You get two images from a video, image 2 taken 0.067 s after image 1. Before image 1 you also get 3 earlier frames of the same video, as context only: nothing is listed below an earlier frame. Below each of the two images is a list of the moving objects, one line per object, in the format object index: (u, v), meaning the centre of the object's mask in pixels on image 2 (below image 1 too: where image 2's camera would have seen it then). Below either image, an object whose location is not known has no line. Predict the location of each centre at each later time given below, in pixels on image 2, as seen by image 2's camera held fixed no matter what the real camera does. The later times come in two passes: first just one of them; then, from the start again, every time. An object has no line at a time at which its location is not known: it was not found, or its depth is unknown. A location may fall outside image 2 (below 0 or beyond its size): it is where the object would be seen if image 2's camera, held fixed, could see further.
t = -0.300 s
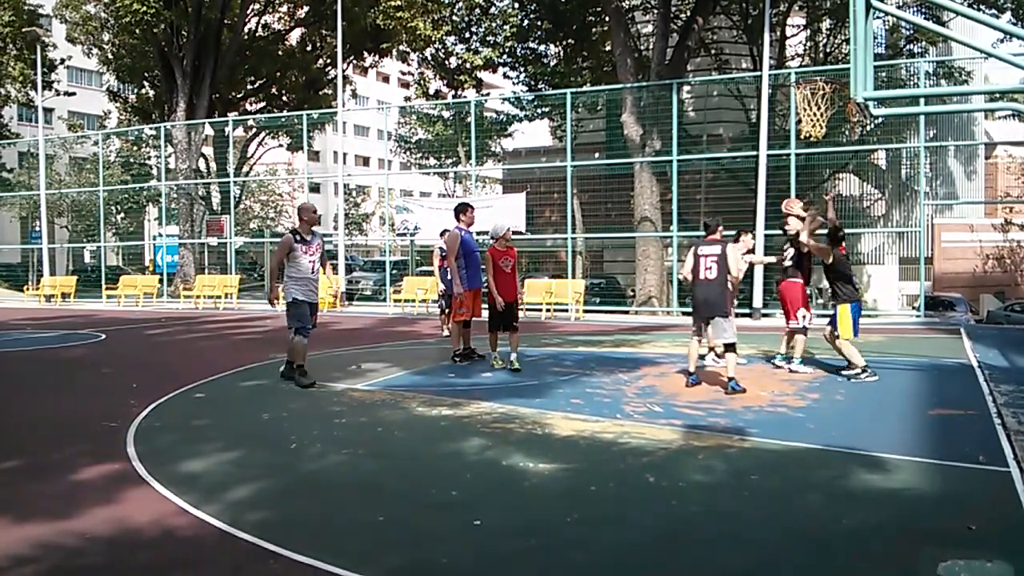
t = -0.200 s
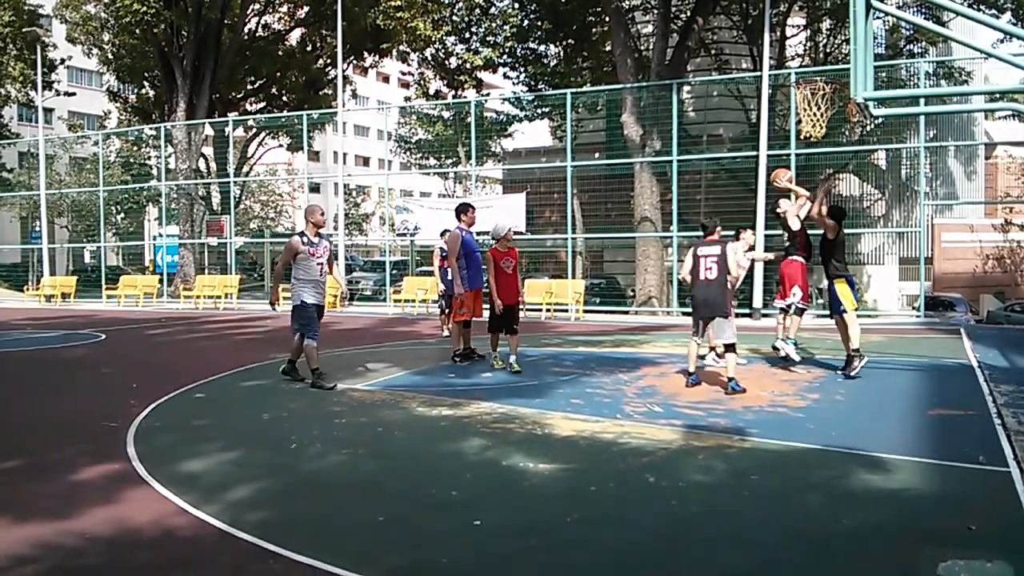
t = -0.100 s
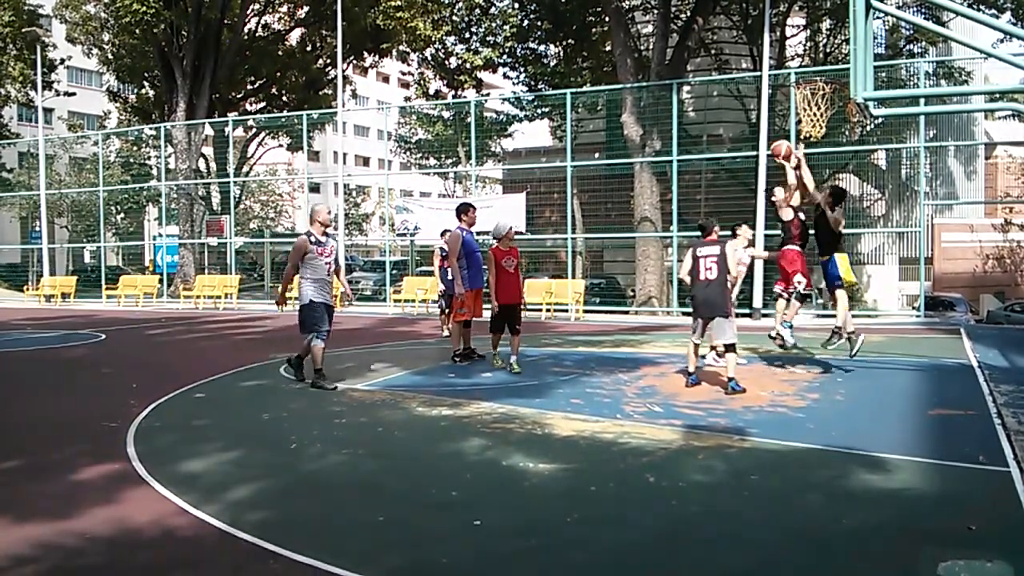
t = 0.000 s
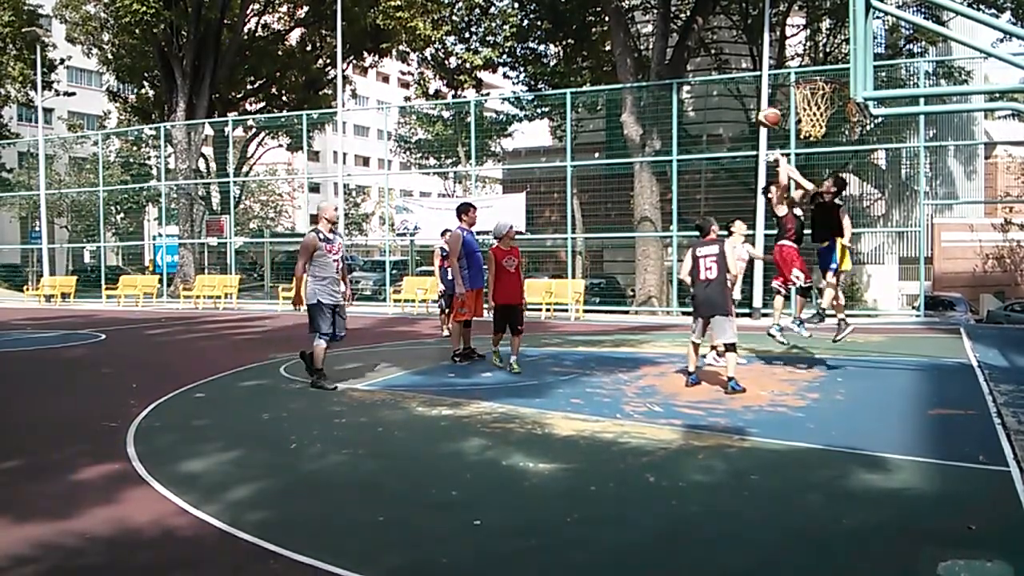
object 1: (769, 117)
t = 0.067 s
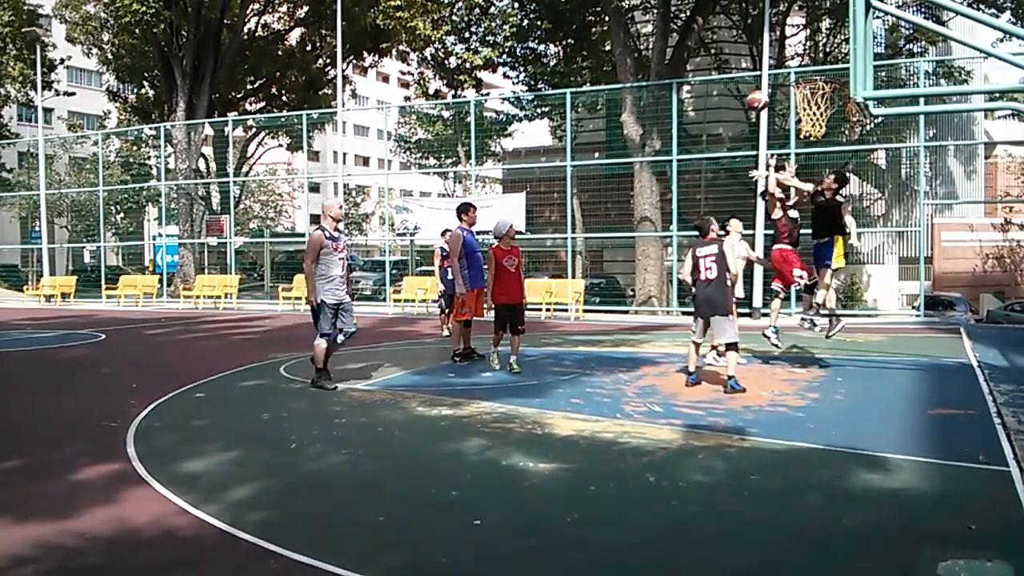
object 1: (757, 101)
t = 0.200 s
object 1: (734, 78)
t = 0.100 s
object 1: (751, 93)
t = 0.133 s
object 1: (746, 87)
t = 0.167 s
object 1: (740, 82)
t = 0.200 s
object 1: (734, 78)
